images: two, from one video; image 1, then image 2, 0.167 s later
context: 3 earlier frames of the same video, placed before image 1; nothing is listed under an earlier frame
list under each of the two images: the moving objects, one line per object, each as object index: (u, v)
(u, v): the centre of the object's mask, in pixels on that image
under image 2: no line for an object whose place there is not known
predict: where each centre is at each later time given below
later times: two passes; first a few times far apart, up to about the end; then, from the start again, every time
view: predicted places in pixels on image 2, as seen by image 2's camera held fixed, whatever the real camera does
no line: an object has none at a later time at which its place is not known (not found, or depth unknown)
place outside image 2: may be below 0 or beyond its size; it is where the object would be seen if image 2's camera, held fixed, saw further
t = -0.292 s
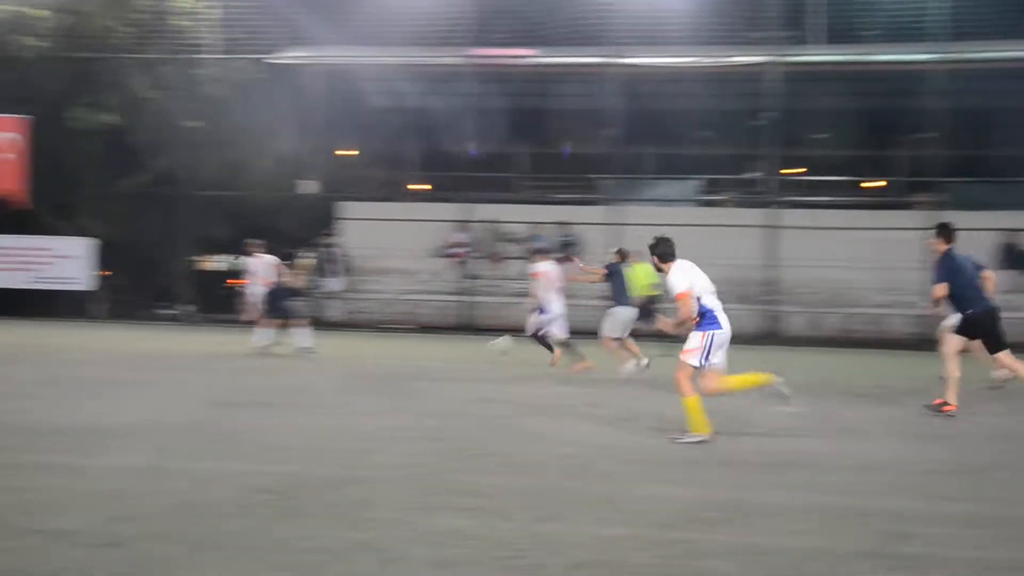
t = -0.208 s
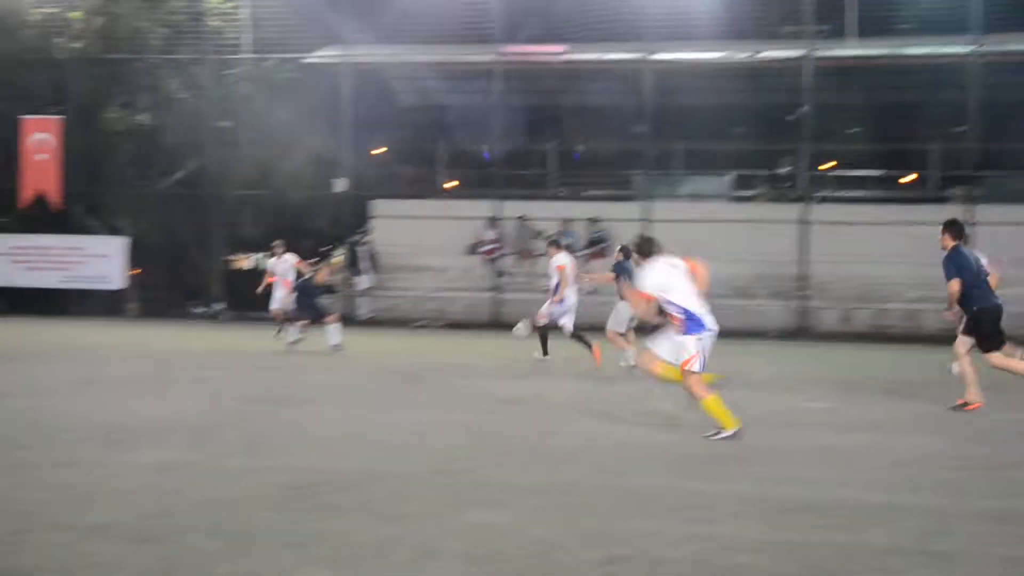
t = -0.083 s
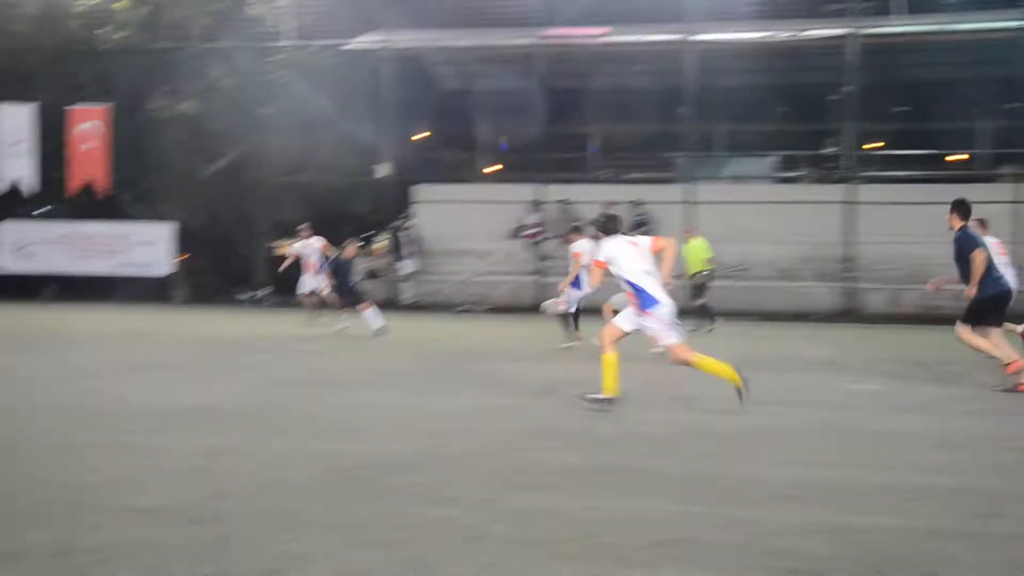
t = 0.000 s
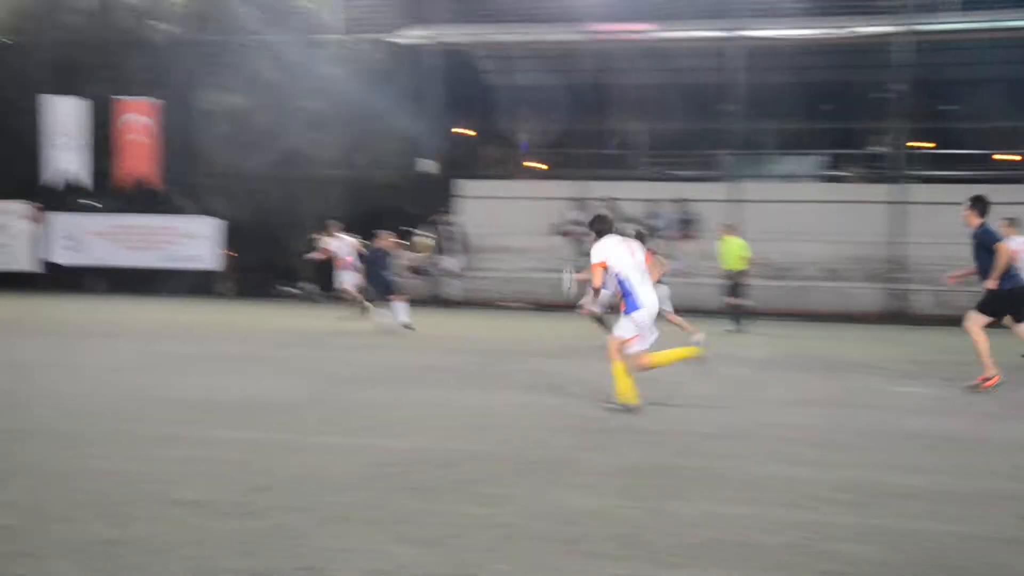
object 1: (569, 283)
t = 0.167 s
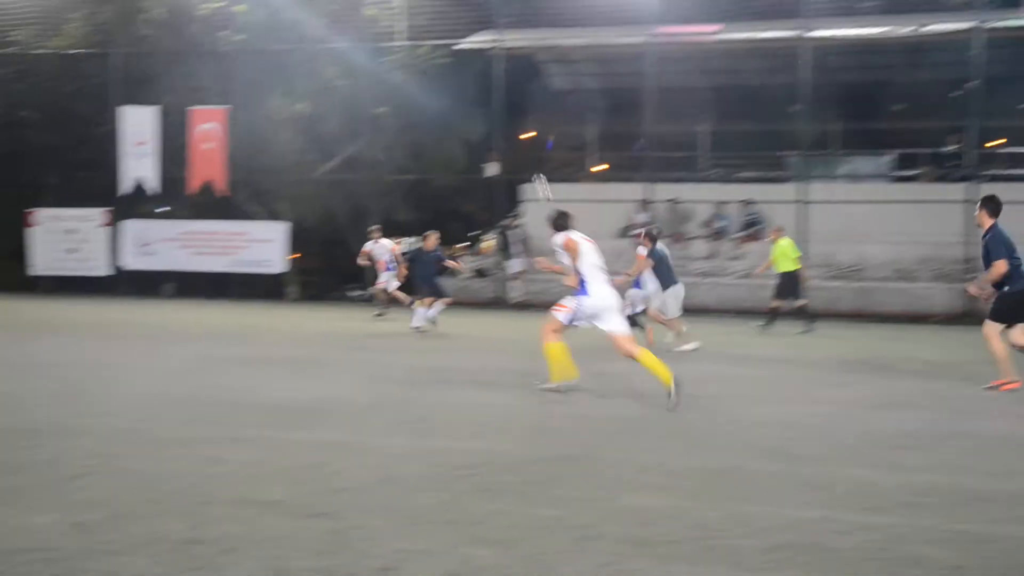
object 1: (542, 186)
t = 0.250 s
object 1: (498, 154)
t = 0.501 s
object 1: (375, 76)
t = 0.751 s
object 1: (261, 44)
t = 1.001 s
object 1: (157, 52)
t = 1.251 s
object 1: (61, 95)
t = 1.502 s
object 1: (-26, 168)
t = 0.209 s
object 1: (519, 171)
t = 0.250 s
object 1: (498, 154)
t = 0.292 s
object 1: (477, 137)
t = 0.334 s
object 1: (456, 122)
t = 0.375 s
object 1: (435, 109)
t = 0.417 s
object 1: (415, 96)
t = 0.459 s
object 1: (394, 85)
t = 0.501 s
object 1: (375, 76)
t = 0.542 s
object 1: (356, 67)
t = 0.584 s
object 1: (336, 61)
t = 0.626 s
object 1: (317, 55)
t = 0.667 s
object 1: (298, 50)
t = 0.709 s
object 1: (280, 47)
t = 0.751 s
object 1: (261, 44)
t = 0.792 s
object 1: (244, 43)
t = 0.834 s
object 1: (226, 43)
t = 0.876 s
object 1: (209, 44)
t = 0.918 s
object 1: (191, 45)
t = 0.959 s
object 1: (174, 48)
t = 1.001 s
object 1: (157, 52)
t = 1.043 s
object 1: (141, 57)
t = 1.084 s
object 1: (124, 63)
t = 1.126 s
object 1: (108, 70)
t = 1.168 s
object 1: (92, 77)
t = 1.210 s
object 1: (76, 85)
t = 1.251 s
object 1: (61, 95)
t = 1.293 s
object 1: (46, 105)
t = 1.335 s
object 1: (30, 116)
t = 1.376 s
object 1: (16, 128)
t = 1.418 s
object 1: (1, 141)
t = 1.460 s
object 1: (-13, 154)
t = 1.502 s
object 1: (-26, 168)
